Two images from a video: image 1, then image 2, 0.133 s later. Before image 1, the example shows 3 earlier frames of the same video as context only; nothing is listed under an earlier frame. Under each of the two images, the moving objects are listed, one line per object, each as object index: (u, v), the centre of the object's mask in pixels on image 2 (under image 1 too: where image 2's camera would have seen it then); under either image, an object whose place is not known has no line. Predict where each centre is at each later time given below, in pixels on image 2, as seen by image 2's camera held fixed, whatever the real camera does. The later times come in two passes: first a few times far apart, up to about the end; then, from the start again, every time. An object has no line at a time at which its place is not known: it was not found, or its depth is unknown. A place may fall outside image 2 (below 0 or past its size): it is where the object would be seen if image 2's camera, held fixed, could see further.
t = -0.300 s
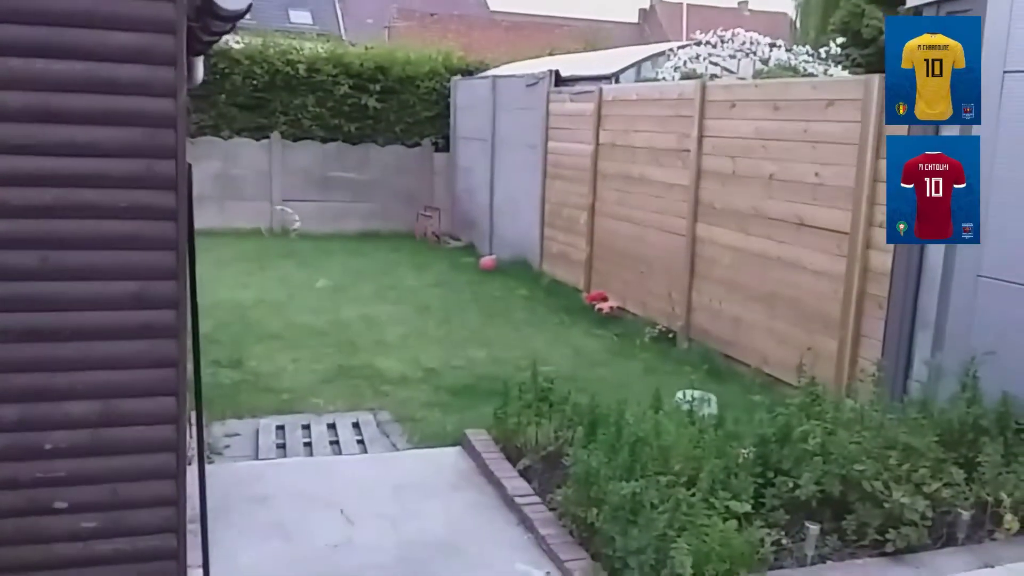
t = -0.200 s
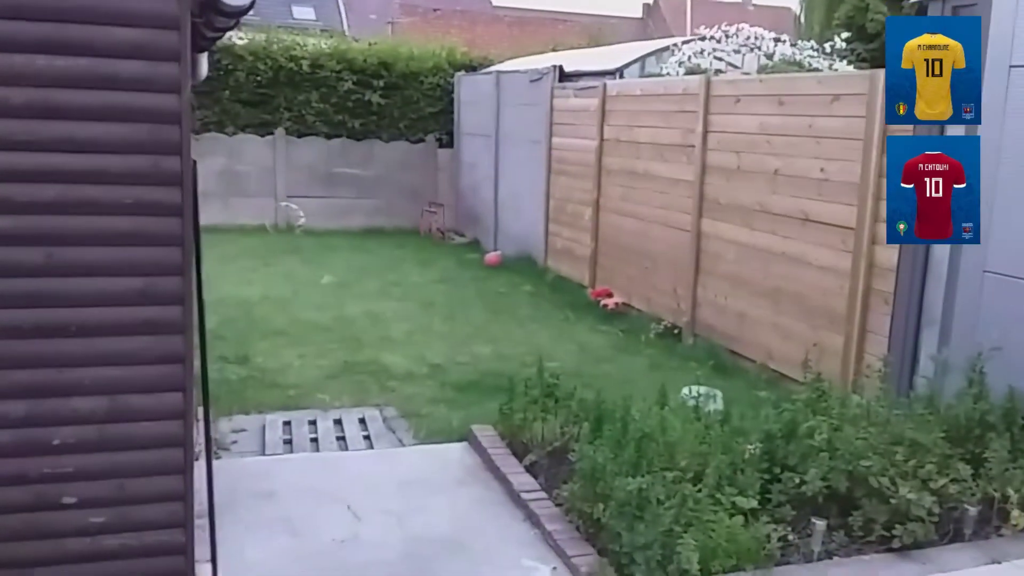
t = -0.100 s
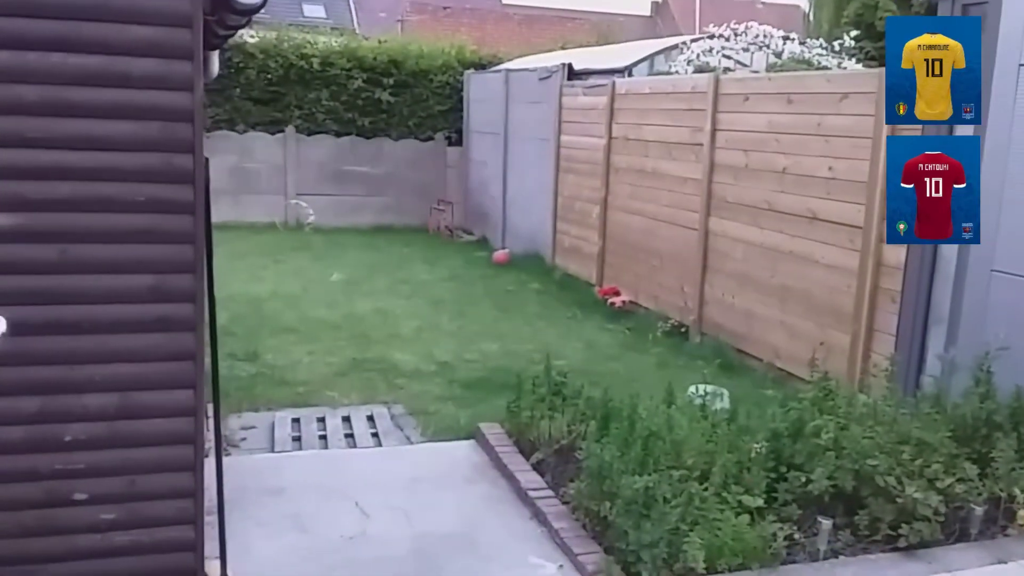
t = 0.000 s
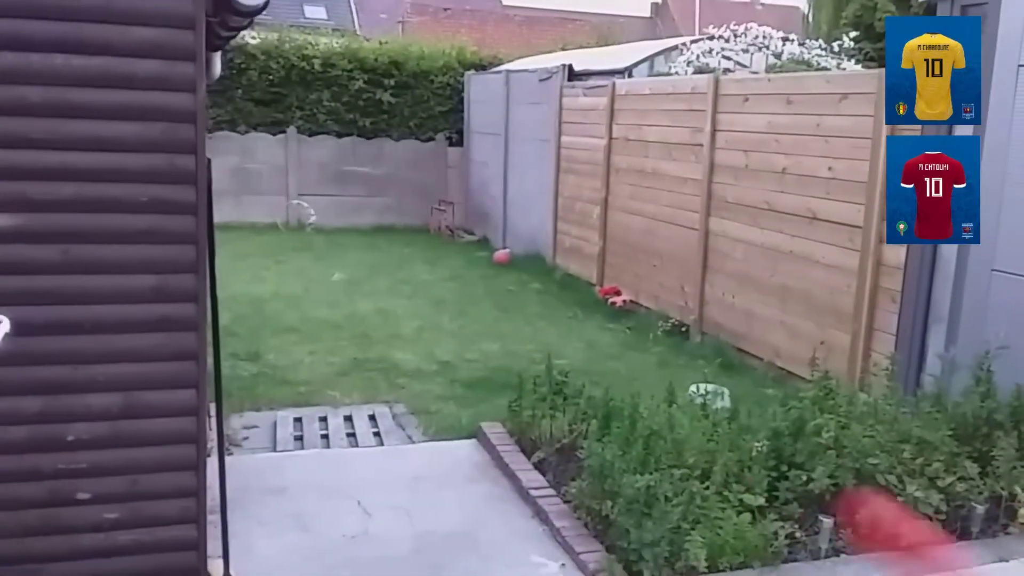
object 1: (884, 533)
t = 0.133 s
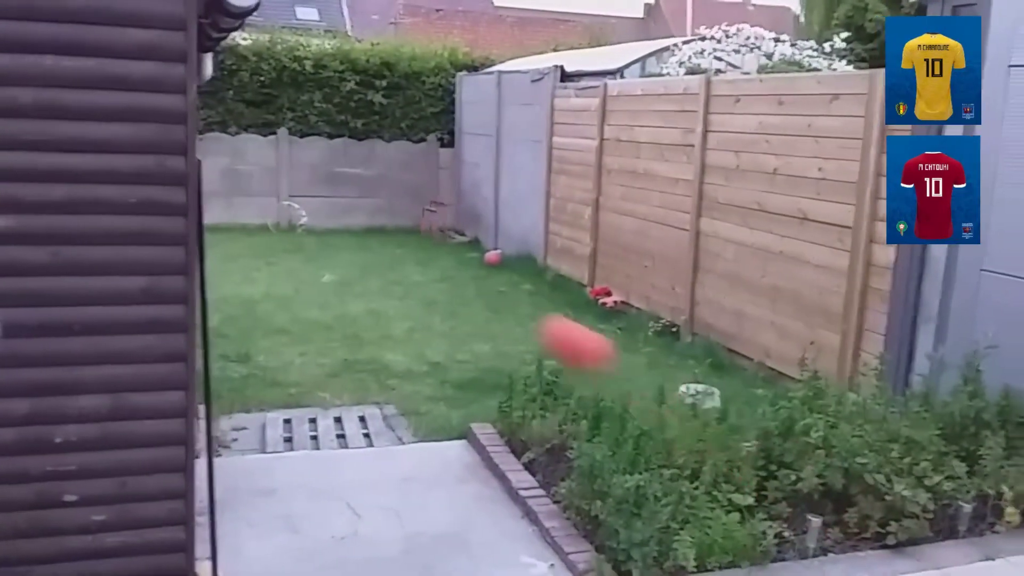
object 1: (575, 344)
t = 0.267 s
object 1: (425, 278)
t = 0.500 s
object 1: (304, 273)
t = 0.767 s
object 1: (260, 201)
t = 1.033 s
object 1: (241, 193)
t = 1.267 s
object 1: (237, 216)
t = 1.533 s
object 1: (235, 239)
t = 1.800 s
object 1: (235, 256)
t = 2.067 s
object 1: (233, 267)
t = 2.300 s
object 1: (230, 278)
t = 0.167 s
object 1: (528, 319)
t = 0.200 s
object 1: (488, 301)
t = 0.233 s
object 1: (454, 288)
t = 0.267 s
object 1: (425, 278)
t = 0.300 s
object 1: (401, 272)
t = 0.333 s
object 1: (378, 267)
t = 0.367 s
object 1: (360, 266)
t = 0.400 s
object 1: (344, 266)
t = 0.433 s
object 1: (329, 267)
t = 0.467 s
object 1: (316, 269)
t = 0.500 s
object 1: (304, 273)
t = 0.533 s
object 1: (295, 268)
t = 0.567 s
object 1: (288, 253)
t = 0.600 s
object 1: (283, 240)
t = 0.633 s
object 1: (278, 229)
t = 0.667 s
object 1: (275, 220)
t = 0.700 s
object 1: (269, 213)
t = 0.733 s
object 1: (264, 207)
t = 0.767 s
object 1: (260, 201)
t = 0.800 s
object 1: (256, 197)
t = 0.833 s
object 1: (253, 195)
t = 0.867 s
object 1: (250, 194)
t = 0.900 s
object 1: (247, 194)
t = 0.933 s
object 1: (244, 194)
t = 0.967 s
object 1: (241, 196)
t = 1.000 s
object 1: (241, 193)
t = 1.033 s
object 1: (241, 193)
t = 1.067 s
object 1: (239, 193)
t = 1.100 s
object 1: (239, 195)
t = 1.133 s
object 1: (238, 197)
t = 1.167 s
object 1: (238, 200)
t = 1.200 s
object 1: (237, 204)
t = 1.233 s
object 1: (237, 209)
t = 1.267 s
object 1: (237, 216)
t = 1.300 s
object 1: (236, 222)
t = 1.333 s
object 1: (235, 231)
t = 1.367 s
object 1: (236, 240)
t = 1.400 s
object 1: (234, 245)
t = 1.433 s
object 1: (235, 243)
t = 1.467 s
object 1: (236, 241)
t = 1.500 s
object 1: (236, 239)
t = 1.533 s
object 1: (235, 239)
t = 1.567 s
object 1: (235, 239)
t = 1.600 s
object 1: (235, 240)
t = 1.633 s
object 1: (235, 242)
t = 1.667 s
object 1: (235, 245)
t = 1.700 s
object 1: (235, 251)
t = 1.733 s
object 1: (235, 255)
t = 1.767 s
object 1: (235, 256)
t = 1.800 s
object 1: (235, 256)
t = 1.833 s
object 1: (235, 258)
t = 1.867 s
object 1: (235, 260)
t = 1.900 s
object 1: (235, 262)
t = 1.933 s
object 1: (235, 262)
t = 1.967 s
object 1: (235, 263)
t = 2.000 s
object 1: (235, 265)
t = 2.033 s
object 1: (233, 266)
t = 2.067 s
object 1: (233, 267)
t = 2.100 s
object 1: (234, 268)
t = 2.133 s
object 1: (234, 269)
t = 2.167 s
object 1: (233, 272)
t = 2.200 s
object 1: (233, 274)
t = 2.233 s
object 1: (232, 275)
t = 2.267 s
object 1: (231, 276)
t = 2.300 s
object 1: (230, 278)
